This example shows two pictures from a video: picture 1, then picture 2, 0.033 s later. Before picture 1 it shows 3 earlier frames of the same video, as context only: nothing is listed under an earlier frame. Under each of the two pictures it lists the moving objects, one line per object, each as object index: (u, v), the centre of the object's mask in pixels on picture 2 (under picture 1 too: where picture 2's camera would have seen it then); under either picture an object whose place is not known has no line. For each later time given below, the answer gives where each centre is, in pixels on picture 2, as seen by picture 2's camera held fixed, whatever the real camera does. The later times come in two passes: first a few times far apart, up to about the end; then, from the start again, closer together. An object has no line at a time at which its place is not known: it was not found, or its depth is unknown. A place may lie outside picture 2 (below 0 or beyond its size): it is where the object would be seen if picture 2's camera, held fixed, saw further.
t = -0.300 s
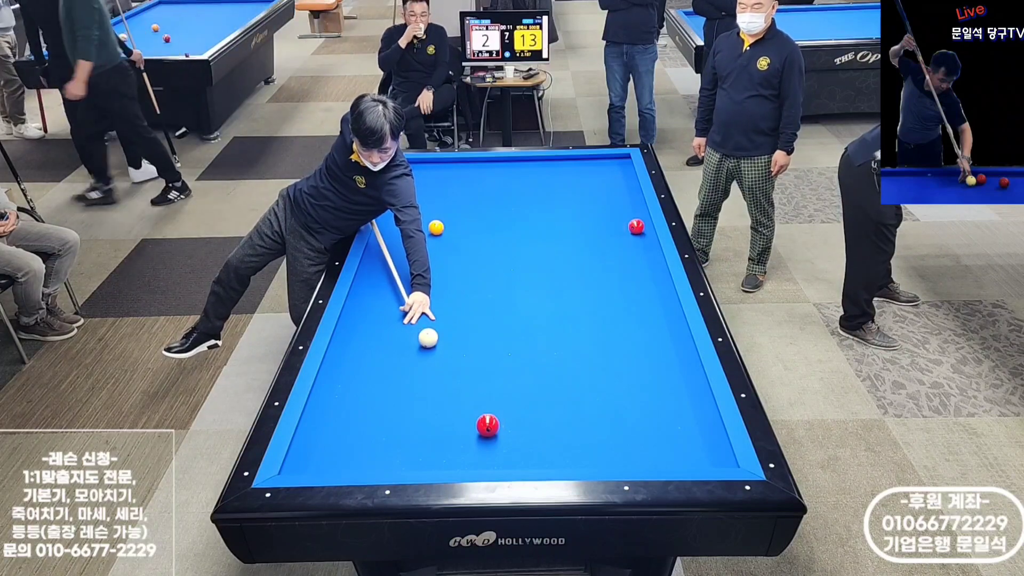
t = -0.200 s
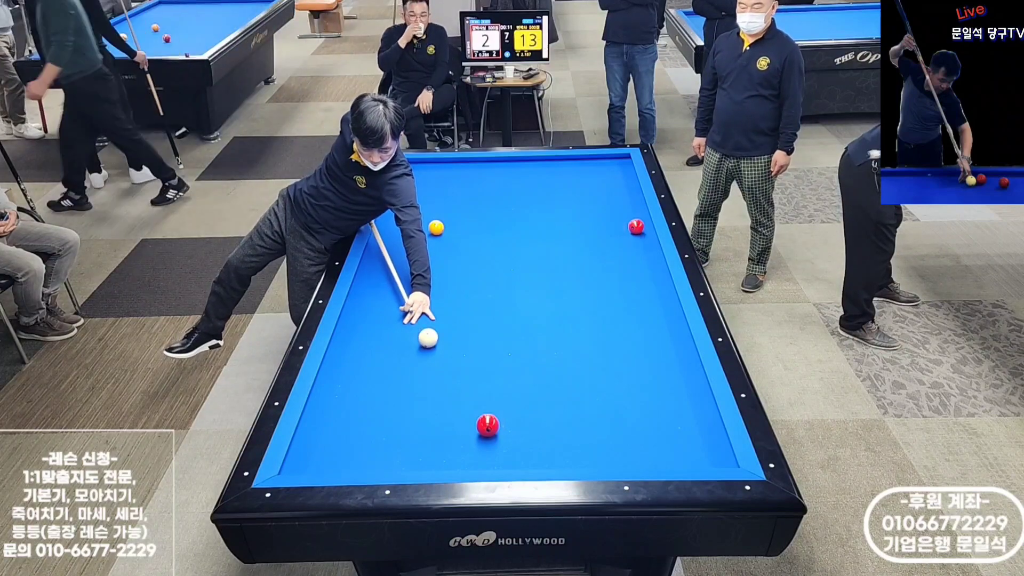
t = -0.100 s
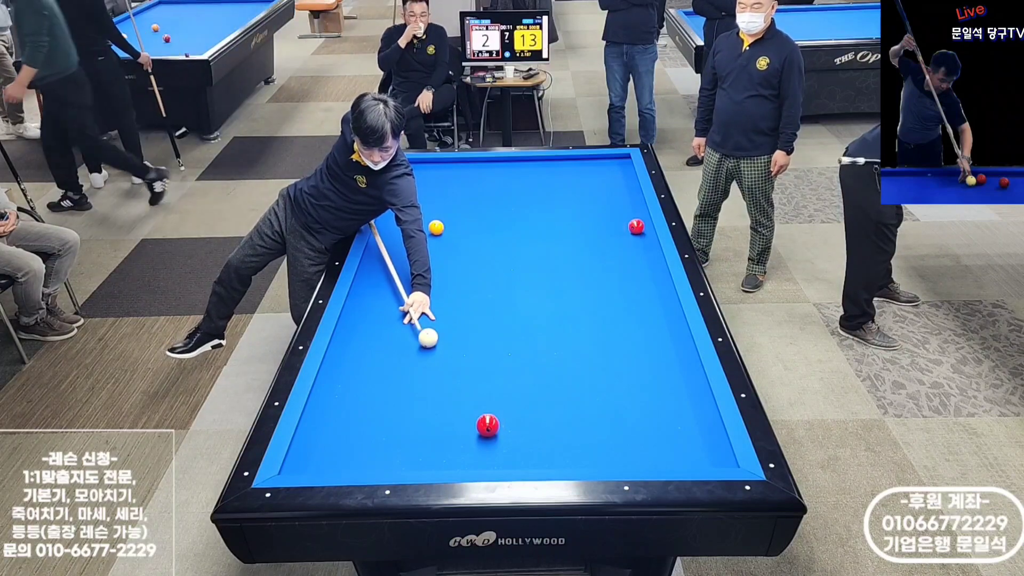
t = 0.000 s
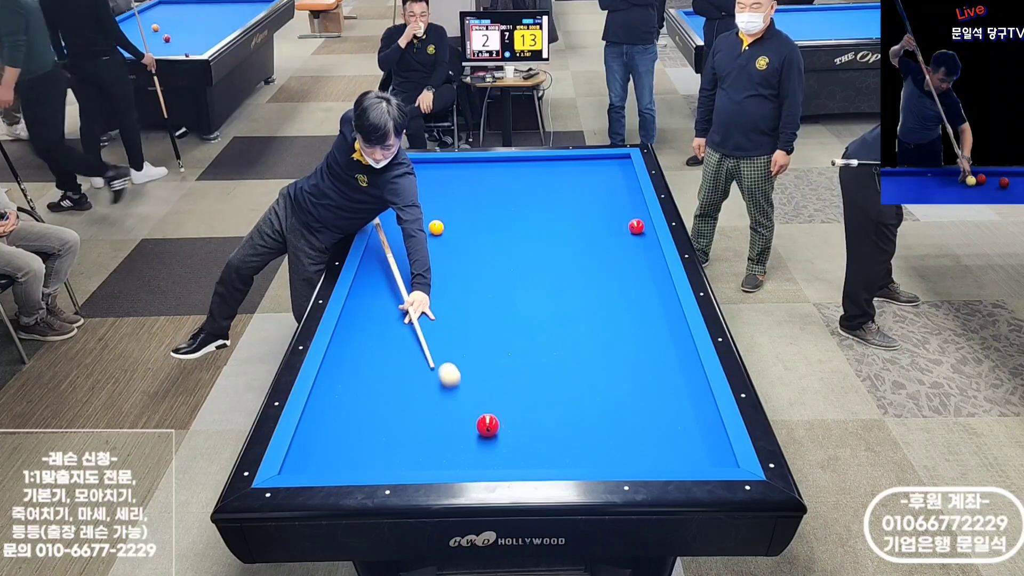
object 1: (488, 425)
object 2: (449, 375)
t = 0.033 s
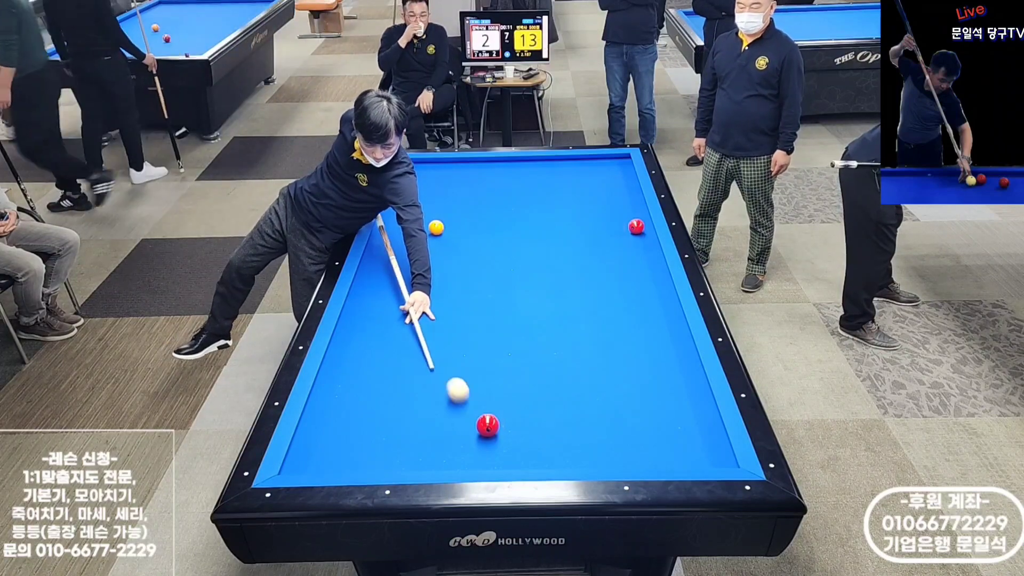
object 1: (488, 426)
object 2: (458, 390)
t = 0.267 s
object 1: (583, 449)
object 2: (425, 451)
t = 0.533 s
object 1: (666, 397)
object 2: (361, 445)
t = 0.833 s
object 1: (653, 355)
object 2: (322, 420)
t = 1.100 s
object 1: (606, 323)
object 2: (365, 391)
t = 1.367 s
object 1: (566, 295)
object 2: (401, 366)
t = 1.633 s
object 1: (531, 271)
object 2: (432, 344)
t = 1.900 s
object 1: (500, 250)
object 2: (460, 323)
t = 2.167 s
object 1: (472, 231)
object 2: (486, 305)
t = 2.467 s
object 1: (444, 212)
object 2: (512, 287)
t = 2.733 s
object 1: (422, 197)
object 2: (532, 272)
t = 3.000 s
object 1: (402, 183)
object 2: (551, 258)
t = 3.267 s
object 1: (408, 172)
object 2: (568, 246)
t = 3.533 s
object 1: (421, 162)
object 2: (584, 234)
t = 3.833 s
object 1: (425, 166)
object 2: (600, 222)
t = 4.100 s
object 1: (427, 171)
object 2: (614, 212)
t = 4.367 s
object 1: (430, 176)
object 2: (626, 203)
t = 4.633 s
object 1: (432, 181)
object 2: (635, 195)
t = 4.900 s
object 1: (434, 185)
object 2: (627, 189)
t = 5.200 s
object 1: (437, 191)
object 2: (618, 183)
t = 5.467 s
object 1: (439, 195)
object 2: (611, 178)
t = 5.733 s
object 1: (441, 199)
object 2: (605, 173)
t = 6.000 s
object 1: (443, 203)
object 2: (599, 169)
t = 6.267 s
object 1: (444, 207)
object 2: (593, 165)
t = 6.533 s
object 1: (446, 211)
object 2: (587, 161)
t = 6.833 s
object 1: (448, 215)
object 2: (582, 157)
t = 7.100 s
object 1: (449, 218)
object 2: (580, 159)
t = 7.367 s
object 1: (450, 221)
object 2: (579, 161)
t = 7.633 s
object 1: (451, 224)
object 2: (577, 162)
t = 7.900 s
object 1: (452, 226)
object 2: (576, 163)
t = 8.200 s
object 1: (453, 229)
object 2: (575, 164)
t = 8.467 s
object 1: (454, 231)
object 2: (574, 165)
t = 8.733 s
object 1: (455, 233)
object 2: (573, 165)
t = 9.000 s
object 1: (456, 235)
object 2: (572, 166)
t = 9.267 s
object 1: (457, 236)
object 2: (572, 166)
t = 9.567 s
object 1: (457, 237)
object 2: (572, 166)
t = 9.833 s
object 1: (457, 238)
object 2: (572, 166)
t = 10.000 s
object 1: (457, 238)
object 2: (572, 166)
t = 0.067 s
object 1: (488, 425)
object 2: (466, 406)
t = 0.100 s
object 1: (496, 429)
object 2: (468, 419)
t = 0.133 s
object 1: (515, 439)
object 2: (459, 425)
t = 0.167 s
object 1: (535, 450)
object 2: (450, 432)
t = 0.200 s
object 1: (554, 458)
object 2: (441, 438)
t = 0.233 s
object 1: (571, 457)
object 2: (433, 445)
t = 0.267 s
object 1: (583, 449)
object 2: (425, 451)
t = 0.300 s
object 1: (595, 441)
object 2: (417, 457)
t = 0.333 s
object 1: (607, 433)
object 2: (409, 461)
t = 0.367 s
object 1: (618, 426)
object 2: (401, 462)
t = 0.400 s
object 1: (628, 420)
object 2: (393, 459)
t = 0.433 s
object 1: (638, 414)
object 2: (385, 455)
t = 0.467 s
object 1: (648, 408)
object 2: (376, 451)
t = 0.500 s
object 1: (657, 403)
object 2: (369, 448)
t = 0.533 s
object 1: (666, 397)
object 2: (361, 445)
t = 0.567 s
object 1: (674, 392)
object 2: (353, 442)
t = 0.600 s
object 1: (683, 388)
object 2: (345, 440)
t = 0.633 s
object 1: (692, 383)
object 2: (337, 437)
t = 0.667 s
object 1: (696, 378)
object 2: (330, 435)
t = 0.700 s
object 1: (686, 373)
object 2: (322, 433)
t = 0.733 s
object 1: (677, 369)
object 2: (315, 430)
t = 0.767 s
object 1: (668, 364)
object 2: (308, 428)
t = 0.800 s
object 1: (660, 359)
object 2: (314, 424)
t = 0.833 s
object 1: (653, 355)
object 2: (322, 420)
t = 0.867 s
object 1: (647, 351)
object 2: (329, 416)
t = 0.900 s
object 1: (641, 346)
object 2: (335, 412)
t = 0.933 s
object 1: (635, 342)
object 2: (340, 409)
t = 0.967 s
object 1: (629, 338)
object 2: (346, 405)
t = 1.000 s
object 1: (623, 334)
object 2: (351, 402)
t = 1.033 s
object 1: (617, 331)
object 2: (355, 398)
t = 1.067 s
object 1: (612, 327)
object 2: (360, 395)
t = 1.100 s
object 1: (606, 323)
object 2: (365, 391)
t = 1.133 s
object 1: (601, 319)
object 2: (370, 388)
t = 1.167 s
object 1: (596, 316)
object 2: (374, 385)
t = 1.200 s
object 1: (590, 312)
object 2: (379, 382)
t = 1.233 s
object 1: (585, 309)
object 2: (383, 378)
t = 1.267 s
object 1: (580, 305)
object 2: (388, 375)
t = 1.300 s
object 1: (576, 302)
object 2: (392, 372)
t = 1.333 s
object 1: (571, 299)
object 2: (396, 369)
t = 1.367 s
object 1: (566, 295)
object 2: (401, 366)
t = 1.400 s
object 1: (561, 292)
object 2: (405, 363)
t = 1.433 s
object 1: (557, 289)
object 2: (409, 360)
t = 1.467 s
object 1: (552, 286)
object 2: (413, 357)
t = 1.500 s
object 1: (548, 283)
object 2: (417, 355)
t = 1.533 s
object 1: (544, 280)
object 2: (421, 352)
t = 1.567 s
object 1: (539, 277)
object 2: (425, 349)
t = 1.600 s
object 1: (535, 274)
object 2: (428, 346)
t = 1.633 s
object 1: (531, 271)
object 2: (432, 344)
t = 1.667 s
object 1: (527, 269)
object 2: (436, 341)
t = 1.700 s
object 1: (523, 266)
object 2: (439, 338)
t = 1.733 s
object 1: (519, 263)
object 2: (443, 336)
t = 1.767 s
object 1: (515, 261)
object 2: (447, 333)
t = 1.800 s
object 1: (511, 258)
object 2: (450, 331)
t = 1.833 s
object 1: (507, 255)
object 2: (454, 328)
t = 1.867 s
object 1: (504, 253)
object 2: (457, 326)
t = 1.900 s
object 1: (500, 250)
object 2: (460, 323)
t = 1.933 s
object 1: (496, 248)
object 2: (464, 321)
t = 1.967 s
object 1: (493, 245)
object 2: (467, 319)
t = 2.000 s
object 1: (489, 243)
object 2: (470, 317)
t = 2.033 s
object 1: (486, 241)
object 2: (473, 314)
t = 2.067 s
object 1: (482, 238)
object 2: (477, 312)
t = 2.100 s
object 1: (479, 236)
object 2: (480, 310)
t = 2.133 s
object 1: (475, 234)
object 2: (483, 308)
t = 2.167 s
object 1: (472, 231)
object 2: (486, 305)
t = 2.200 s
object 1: (469, 229)
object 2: (489, 303)
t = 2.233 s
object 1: (466, 227)
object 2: (492, 301)
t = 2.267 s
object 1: (463, 225)
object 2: (495, 299)
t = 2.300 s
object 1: (459, 223)
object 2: (497, 297)
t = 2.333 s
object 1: (456, 220)
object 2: (500, 295)
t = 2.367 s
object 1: (453, 218)
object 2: (503, 293)
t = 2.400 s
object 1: (450, 216)
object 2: (506, 291)
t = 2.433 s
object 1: (447, 214)
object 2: (509, 289)
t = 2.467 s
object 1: (444, 212)
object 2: (512, 287)
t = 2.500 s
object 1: (441, 210)
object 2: (514, 285)
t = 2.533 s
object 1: (439, 209)
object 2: (517, 283)
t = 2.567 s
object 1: (436, 206)
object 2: (519, 281)
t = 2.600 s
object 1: (433, 205)
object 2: (522, 279)
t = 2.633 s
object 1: (430, 203)
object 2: (525, 277)
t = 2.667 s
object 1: (428, 201)
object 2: (527, 276)
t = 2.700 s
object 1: (425, 199)
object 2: (529, 274)
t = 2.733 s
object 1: (422, 197)
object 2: (532, 272)
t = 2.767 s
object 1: (420, 195)
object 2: (534, 270)
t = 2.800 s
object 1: (417, 194)
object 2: (537, 268)
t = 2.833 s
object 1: (414, 192)
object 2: (539, 267)
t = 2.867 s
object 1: (412, 190)
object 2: (542, 265)
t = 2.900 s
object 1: (407, 187)
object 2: (546, 261)
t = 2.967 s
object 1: (404, 185)
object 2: (548, 260)
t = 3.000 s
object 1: (402, 183)
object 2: (551, 258)
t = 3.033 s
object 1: (400, 182)
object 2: (553, 257)
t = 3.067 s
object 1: (397, 180)
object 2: (555, 255)
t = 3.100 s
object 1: (398, 179)
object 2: (557, 253)
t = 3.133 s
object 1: (400, 177)
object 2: (559, 252)
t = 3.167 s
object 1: (403, 176)
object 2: (562, 250)
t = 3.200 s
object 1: (405, 175)
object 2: (564, 249)
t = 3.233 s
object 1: (407, 173)
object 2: (566, 247)
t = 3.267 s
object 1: (408, 172)
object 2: (568, 246)
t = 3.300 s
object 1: (410, 171)
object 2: (570, 244)
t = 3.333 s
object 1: (412, 169)
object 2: (572, 243)
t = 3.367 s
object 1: (413, 168)
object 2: (574, 241)
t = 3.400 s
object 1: (415, 167)
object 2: (576, 240)
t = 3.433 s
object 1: (416, 166)
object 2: (578, 238)
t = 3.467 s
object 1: (418, 164)
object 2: (580, 237)
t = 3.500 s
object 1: (419, 163)
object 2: (582, 235)
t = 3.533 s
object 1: (421, 162)
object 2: (584, 234)
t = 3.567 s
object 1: (422, 161)
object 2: (586, 233)
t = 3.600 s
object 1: (423, 162)
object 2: (588, 231)
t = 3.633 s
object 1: (423, 162)
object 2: (589, 230)
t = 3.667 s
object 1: (423, 163)
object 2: (591, 228)
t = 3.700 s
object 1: (423, 164)
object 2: (593, 227)
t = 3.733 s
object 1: (424, 164)
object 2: (595, 226)
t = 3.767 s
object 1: (424, 165)
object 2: (597, 225)
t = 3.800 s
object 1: (424, 166)
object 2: (599, 223)
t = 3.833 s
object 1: (425, 166)
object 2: (600, 222)
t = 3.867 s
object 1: (425, 167)
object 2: (602, 221)
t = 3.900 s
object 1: (425, 168)
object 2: (604, 220)
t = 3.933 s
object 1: (426, 168)
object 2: (606, 218)
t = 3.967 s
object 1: (426, 169)
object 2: (607, 217)
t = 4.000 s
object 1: (426, 169)
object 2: (609, 216)
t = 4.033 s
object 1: (427, 170)
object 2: (611, 215)
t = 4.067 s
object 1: (427, 171)
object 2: (612, 213)
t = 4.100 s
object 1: (427, 171)
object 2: (614, 212)
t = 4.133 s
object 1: (428, 172)
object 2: (615, 211)
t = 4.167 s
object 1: (428, 172)
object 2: (617, 210)
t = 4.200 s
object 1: (428, 173)
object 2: (619, 209)
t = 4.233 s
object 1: (429, 174)
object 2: (620, 208)
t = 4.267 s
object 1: (429, 174)
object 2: (622, 206)
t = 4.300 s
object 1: (429, 175)
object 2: (623, 205)
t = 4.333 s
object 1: (429, 176)
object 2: (625, 204)
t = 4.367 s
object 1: (430, 176)
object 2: (626, 203)
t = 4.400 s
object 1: (430, 177)
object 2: (628, 202)
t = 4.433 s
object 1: (430, 177)
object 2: (629, 201)
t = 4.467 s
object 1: (430, 178)
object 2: (631, 200)
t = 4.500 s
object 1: (431, 178)
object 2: (632, 199)
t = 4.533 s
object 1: (431, 179)
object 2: (634, 198)
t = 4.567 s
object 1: (431, 180)
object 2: (635, 197)
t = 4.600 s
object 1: (432, 180)
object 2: (636, 196)
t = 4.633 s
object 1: (432, 181)
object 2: (635, 195)
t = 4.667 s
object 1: (432, 181)
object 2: (634, 194)
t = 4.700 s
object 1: (433, 182)
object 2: (633, 193)
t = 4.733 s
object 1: (433, 183)
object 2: (632, 193)
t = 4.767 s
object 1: (433, 183)
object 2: (631, 192)
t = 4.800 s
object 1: (433, 184)
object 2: (630, 191)
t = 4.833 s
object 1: (434, 184)
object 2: (629, 190)
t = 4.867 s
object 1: (434, 185)
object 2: (628, 190)
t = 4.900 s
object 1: (434, 185)
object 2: (627, 189)
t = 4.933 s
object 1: (434, 186)
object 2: (626, 188)
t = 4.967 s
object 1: (435, 187)
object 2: (625, 188)
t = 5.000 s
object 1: (435, 187)
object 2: (624, 187)
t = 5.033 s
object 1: (435, 188)
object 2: (623, 186)
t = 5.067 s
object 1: (436, 188)
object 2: (622, 185)
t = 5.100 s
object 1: (436, 189)
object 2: (621, 185)
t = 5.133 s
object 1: (436, 189)
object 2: (620, 184)
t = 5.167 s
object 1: (436, 190)
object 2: (619, 183)
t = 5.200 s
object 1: (437, 191)
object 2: (618, 183)
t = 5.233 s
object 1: (437, 191)
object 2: (617, 182)
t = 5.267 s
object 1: (437, 192)
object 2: (617, 181)
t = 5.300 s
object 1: (437, 192)
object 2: (616, 181)
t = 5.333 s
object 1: (438, 193)
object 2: (615, 180)
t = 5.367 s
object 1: (438, 193)
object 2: (614, 180)
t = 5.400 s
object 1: (438, 194)
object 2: (613, 179)
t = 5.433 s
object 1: (438, 194)
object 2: (612, 178)
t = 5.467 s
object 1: (439, 195)
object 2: (611, 178)
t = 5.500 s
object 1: (439, 196)
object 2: (611, 177)
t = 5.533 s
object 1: (439, 196)
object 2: (610, 176)
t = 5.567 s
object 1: (439, 196)
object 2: (609, 176)
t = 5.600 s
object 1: (440, 197)
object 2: (608, 175)
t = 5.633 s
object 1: (440, 198)
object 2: (607, 175)
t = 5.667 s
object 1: (440, 198)
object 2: (607, 174)
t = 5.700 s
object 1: (440, 199)
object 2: (606, 174)
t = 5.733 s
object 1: (441, 199)
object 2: (605, 173)
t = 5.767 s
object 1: (441, 200)
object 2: (604, 172)
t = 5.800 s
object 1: (441, 200)
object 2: (603, 172)
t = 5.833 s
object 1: (441, 201)
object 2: (602, 171)
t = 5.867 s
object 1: (442, 201)
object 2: (602, 171)
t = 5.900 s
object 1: (442, 202)
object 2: (601, 170)
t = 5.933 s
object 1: (442, 202)
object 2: (600, 170)
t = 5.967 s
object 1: (442, 203)
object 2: (599, 169)
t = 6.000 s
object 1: (443, 203)
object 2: (599, 169)
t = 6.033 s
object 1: (443, 204)
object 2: (598, 168)
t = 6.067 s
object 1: (443, 204)
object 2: (597, 168)
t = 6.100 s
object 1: (443, 205)
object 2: (596, 167)
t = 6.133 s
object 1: (444, 205)
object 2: (596, 167)
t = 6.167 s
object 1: (444, 206)
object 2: (595, 166)
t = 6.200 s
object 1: (444, 206)
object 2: (594, 165)
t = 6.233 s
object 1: (444, 207)
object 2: (594, 165)
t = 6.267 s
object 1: (444, 207)
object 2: (593, 165)
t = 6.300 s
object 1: (445, 208)
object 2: (592, 164)
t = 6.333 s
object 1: (445, 208)
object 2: (591, 164)
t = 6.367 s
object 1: (445, 209)
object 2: (591, 163)
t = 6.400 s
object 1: (445, 209)
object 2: (590, 163)
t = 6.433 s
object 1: (445, 210)
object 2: (589, 162)
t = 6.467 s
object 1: (446, 210)
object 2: (589, 162)
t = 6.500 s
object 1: (446, 210)
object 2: (588, 161)
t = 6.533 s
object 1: (446, 211)
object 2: (587, 161)
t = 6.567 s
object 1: (446, 211)
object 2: (587, 160)
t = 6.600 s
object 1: (446, 212)
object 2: (586, 160)
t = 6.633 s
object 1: (446, 212)
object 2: (585, 160)
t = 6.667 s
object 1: (446, 213)
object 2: (585, 159)
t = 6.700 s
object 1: (447, 213)
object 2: (584, 159)
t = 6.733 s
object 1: (447, 214)
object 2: (583, 158)
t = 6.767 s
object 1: (447, 214)
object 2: (583, 158)
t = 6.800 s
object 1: (447, 214)
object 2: (582, 158)
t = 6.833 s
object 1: (448, 215)
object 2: (582, 157)
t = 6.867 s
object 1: (448, 215)
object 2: (582, 158)
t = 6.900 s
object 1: (448, 216)
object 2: (582, 158)
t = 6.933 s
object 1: (448, 216)
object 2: (581, 158)
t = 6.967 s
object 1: (448, 216)
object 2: (581, 158)
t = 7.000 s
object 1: (448, 217)
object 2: (581, 159)
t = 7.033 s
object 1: (449, 217)
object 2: (581, 159)
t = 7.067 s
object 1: (449, 218)
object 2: (581, 159)
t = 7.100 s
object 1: (449, 218)
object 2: (580, 159)
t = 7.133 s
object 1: (449, 219)
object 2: (580, 159)
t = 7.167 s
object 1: (449, 219)
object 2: (580, 160)
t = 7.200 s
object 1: (449, 219)
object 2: (580, 160)
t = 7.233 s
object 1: (450, 220)
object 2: (580, 160)
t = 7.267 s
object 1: (450, 220)
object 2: (579, 160)
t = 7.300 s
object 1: (450, 220)
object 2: (579, 160)
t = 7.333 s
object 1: (450, 221)
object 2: (579, 160)
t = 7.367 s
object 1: (450, 221)
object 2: (579, 161)
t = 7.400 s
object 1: (450, 221)
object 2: (579, 161)
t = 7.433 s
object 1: (451, 222)
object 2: (578, 161)
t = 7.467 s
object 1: (451, 222)
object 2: (578, 161)
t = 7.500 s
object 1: (451, 222)
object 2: (578, 161)
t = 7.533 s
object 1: (451, 223)
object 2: (578, 162)
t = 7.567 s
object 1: (451, 223)
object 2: (578, 162)
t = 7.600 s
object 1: (451, 224)
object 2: (578, 162)
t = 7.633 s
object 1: (451, 224)
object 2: (577, 162)
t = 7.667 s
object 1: (451, 224)
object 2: (577, 162)
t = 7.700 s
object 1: (452, 224)
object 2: (577, 162)
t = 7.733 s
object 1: (452, 225)
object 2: (577, 162)
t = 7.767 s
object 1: (452, 225)
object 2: (577, 163)
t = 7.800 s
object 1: (452, 225)
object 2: (576, 163)
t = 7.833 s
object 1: (452, 226)
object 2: (576, 163)
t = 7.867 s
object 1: (452, 226)
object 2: (576, 163)
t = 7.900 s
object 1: (452, 226)
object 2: (576, 163)
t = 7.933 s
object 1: (452, 227)
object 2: (576, 163)
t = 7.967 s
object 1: (452, 227)
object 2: (576, 163)
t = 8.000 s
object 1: (452, 227)
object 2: (576, 164)
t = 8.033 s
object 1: (453, 228)
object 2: (576, 164)
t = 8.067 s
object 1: (453, 228)
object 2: (575, 164)
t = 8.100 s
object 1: (453, 228)
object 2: (575, 164)
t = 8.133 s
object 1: (453, 229)
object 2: (575, 164)
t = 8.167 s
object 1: (453, 229)
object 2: (575, 164)
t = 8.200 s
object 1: (453, 229)
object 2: (575, 164)
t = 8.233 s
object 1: (453, 229)
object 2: (575, 164)
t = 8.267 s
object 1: (453, 230)
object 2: (575, 164)
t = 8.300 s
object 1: (453, 230)
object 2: (574, 164)
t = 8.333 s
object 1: (454, 230)
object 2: (574, 164)
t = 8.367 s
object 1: (454, 230)
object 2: (574, 165)
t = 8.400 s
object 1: (454, 230)
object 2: (574, 165)
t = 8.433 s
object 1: (454, 231)
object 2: (574, 165)
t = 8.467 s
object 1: (454, 231)
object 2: (574, 165)
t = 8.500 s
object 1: (454, 231)
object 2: (574, 165)
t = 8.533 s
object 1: (454, 232)
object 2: (573, 165)
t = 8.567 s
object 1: (454, 232)
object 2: (573, 165)
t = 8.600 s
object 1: (454, 232)
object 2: (573, 165)
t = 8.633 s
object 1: (455, 232)
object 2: (573, 165)
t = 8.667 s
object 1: (455, 233)
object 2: (573, 165)
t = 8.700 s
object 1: (455, 233)
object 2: (573, 165)
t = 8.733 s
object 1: (455, 233)
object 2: (573, 165)
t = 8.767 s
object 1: (455, 233)
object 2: (573, 165)
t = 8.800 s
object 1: (455, 234)
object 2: (573, 165)
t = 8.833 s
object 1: (455, 234)
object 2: (572, 165)
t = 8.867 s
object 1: (456, 234)
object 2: (572, 165)
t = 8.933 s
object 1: (456, 234)
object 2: (572, 166)
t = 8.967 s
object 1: (456, 234)
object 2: (572, 166)
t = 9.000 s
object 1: (456, 235)
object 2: (572, 166)
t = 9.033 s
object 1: (456, 235)
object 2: (572, 166)
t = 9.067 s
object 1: (456, 235)
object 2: (572, 166)
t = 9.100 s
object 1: (456, 235)
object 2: (572, 166)
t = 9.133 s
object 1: (456, 235)
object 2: (572, 166)
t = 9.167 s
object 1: (456, 235)
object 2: (572, 166)
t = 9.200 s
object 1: (456, 235)
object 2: (572, 166)
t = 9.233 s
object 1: (457, 235)
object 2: (572, 166)
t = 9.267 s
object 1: (457, 236)
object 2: (572, 166)
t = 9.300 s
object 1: (457, 236)
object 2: (572, 166)
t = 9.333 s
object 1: (457, 236)
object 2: (572, 166)
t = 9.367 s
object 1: (457, 236)
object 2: (572, 166)
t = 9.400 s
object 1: (457, 236)
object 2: (572, 166)
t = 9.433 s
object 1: (457, 236)
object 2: (572, 166)
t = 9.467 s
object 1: (457, 236)
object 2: (572, 166)
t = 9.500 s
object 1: (457, 237)
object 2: (572, 166)
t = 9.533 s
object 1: (457, 237)
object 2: (572, 166)
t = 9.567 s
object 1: (457, 237)
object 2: (572, 166)
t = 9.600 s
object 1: (457, 237)
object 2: (572, 166)
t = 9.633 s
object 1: (457, 237)
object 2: (572, 166)
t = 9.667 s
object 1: (457, 237)
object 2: (572, 166)
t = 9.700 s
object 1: (457, 237)
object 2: (572, 166)
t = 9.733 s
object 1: (457, 237)
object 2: (572, 166)
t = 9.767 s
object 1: (457, 237)
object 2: (572, 166)
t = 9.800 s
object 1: (457, 237)
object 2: (572, 166)
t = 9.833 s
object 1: (457, 238)
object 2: (572, 166)
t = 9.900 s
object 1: (457, 238)
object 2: (572, 166)
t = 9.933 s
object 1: (457, 238)
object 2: (572, 166)
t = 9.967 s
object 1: (457, 238)
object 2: (572, 166)
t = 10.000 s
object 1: (457, 238)
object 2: (572, 166)
